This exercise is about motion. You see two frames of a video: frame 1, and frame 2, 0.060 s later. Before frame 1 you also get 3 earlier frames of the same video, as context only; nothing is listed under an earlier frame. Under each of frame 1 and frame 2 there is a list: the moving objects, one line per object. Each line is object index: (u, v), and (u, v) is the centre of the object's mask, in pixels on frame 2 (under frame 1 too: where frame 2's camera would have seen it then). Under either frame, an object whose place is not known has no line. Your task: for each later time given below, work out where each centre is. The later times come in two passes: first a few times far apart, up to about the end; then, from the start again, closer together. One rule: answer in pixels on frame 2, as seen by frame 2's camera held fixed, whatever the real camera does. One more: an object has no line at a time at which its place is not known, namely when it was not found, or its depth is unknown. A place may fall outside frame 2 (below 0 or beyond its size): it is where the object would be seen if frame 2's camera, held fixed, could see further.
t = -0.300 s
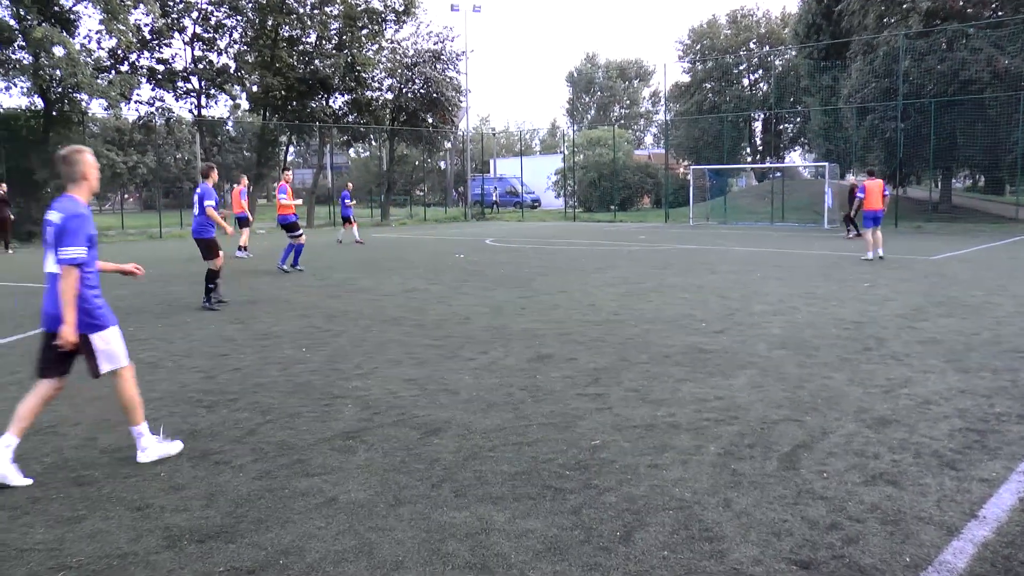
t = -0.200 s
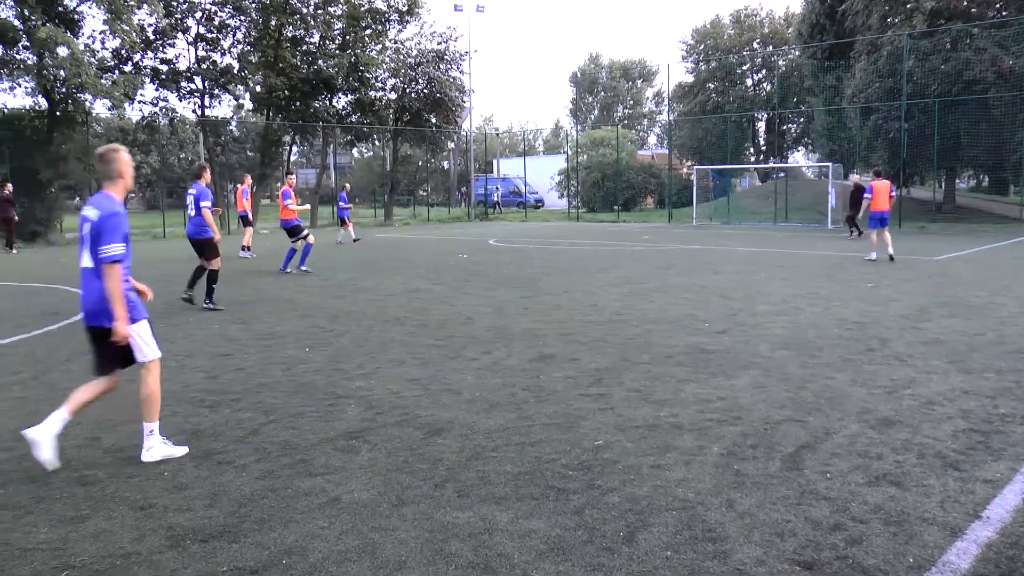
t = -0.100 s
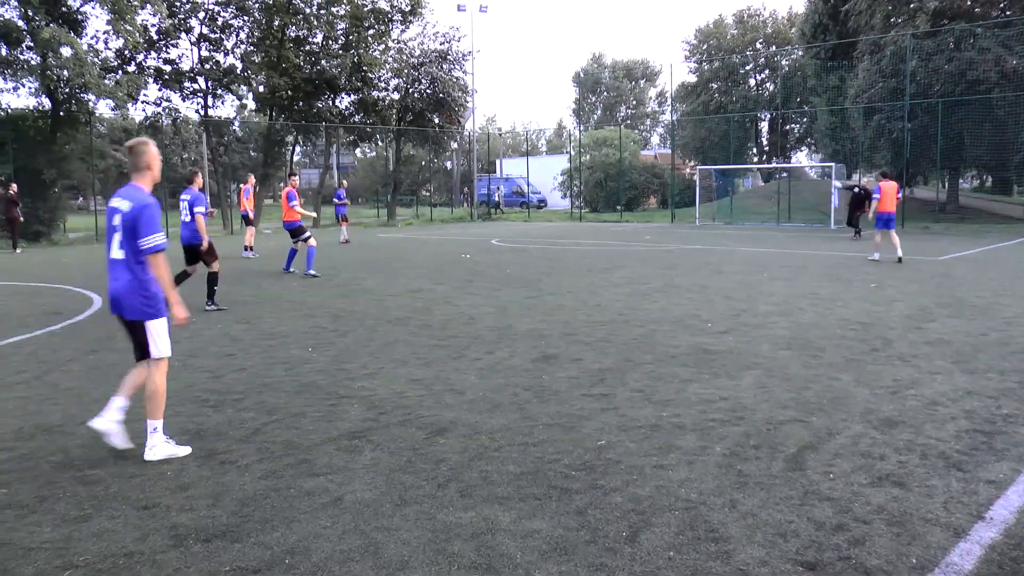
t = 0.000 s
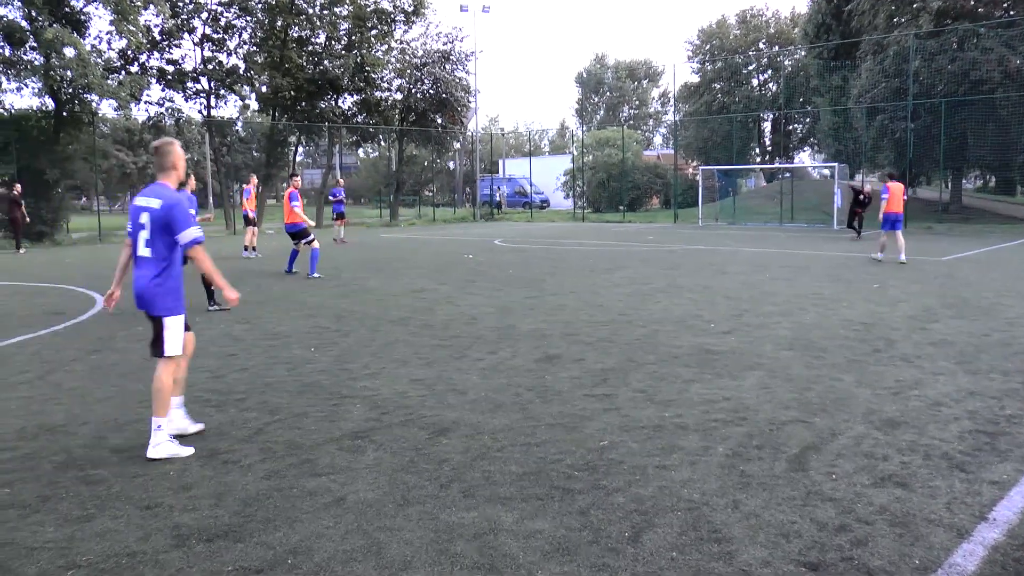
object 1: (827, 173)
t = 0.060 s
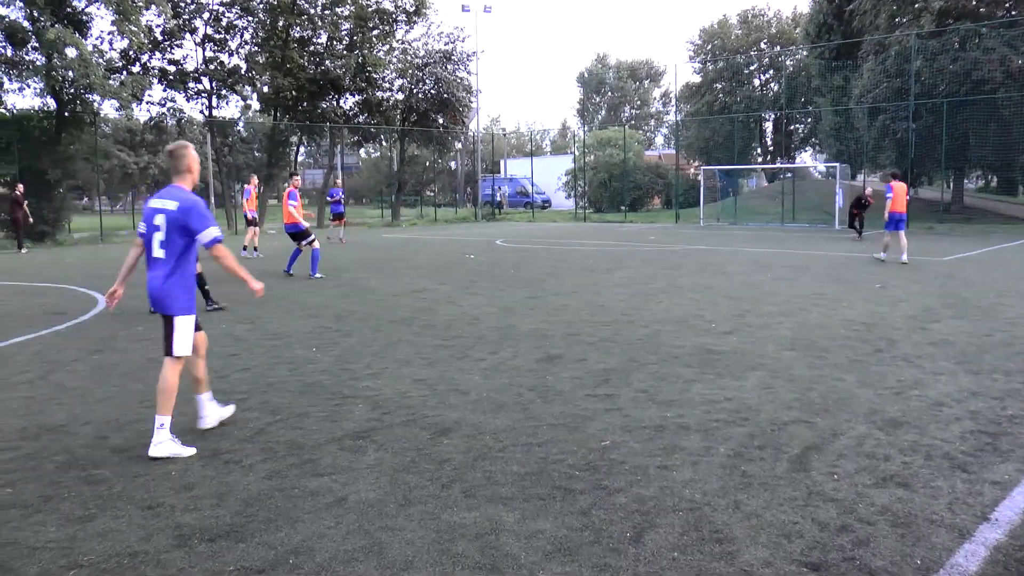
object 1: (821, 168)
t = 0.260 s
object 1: (790, 162)
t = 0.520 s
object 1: (724, 181)
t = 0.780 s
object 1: (608, 253)
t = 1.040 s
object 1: (464, 260)
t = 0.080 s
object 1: (819, 167)
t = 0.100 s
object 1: (816, 166)
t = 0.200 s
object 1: (800, 161)
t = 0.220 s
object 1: (797, 162)
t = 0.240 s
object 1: (794, 162)
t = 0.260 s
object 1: (790, 162)
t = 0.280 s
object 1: (787, 162)
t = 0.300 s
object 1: (783, 163)
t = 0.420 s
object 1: (753, 170)
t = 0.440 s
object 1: (749, 172)
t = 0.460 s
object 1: (743, 174)
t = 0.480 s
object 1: (737, 176)
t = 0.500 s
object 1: (730, 179)
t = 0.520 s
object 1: (724, 181)
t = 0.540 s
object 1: (717, 184)
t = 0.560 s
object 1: (711, 188)
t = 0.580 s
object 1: (703, 192)
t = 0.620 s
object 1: (687, 201)
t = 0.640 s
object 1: (679, 205)
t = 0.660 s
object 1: (670, 210)
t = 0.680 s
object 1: (661, 216)
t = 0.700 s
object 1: (652, 222)
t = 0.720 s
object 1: (641, 229)
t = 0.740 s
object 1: (631, 237)
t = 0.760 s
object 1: (619, 244)
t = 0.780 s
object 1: (608, 253)
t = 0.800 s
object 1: (596, 262)
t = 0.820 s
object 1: (584, 270)
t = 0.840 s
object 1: (570, 281)
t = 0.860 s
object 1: (555, 293)
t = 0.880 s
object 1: (542, 299)
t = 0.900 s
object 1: (535, 295)
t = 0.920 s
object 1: (524, 288)
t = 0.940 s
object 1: (514, 283)
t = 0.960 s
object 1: (505, 278)
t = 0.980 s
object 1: (495, 273)
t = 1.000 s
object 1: (484, 268)
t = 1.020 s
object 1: (474, 264)
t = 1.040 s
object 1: (464, 260)
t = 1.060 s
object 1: (453, 257)
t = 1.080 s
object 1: (441, 254)
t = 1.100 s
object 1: (429, 250)
